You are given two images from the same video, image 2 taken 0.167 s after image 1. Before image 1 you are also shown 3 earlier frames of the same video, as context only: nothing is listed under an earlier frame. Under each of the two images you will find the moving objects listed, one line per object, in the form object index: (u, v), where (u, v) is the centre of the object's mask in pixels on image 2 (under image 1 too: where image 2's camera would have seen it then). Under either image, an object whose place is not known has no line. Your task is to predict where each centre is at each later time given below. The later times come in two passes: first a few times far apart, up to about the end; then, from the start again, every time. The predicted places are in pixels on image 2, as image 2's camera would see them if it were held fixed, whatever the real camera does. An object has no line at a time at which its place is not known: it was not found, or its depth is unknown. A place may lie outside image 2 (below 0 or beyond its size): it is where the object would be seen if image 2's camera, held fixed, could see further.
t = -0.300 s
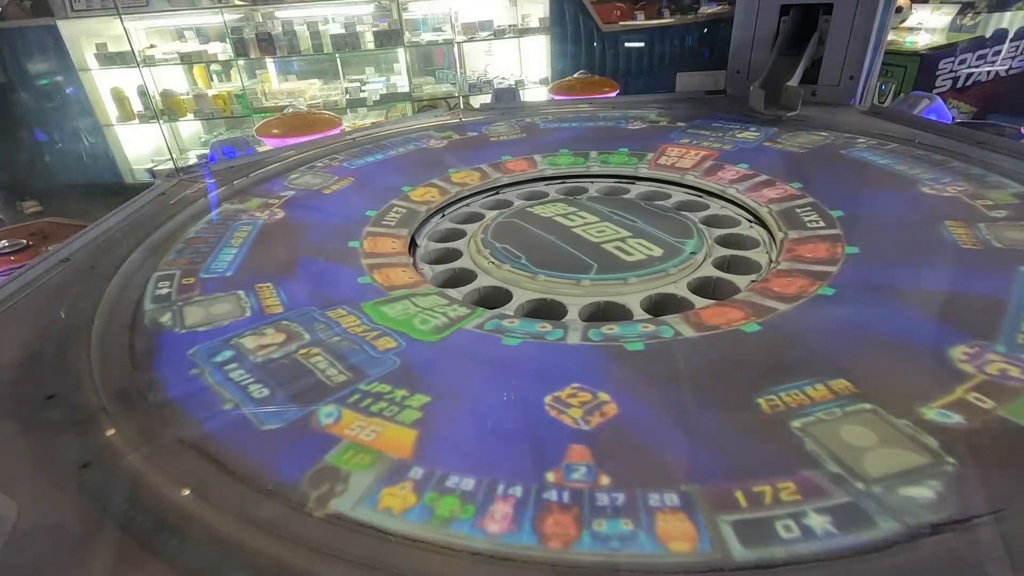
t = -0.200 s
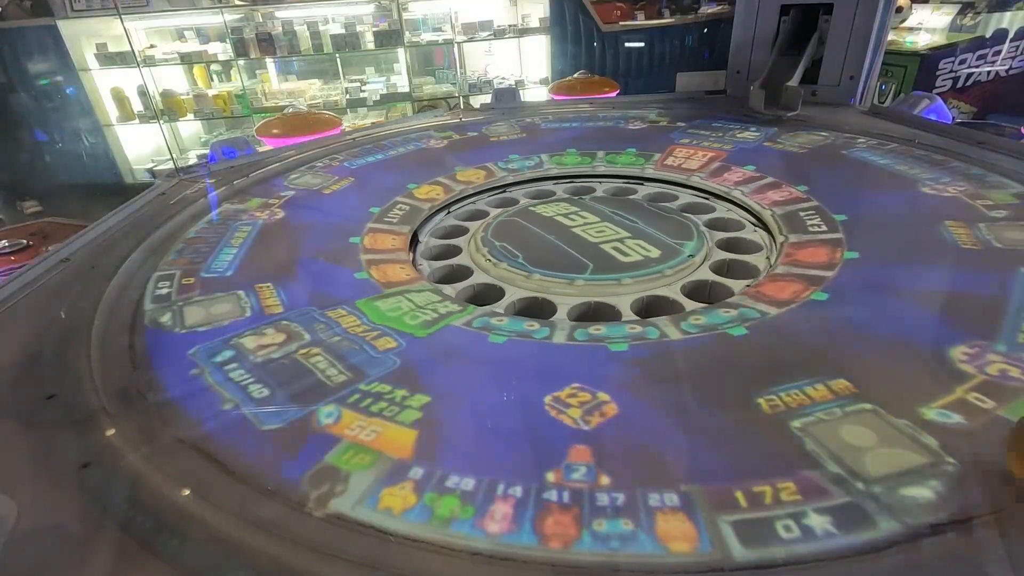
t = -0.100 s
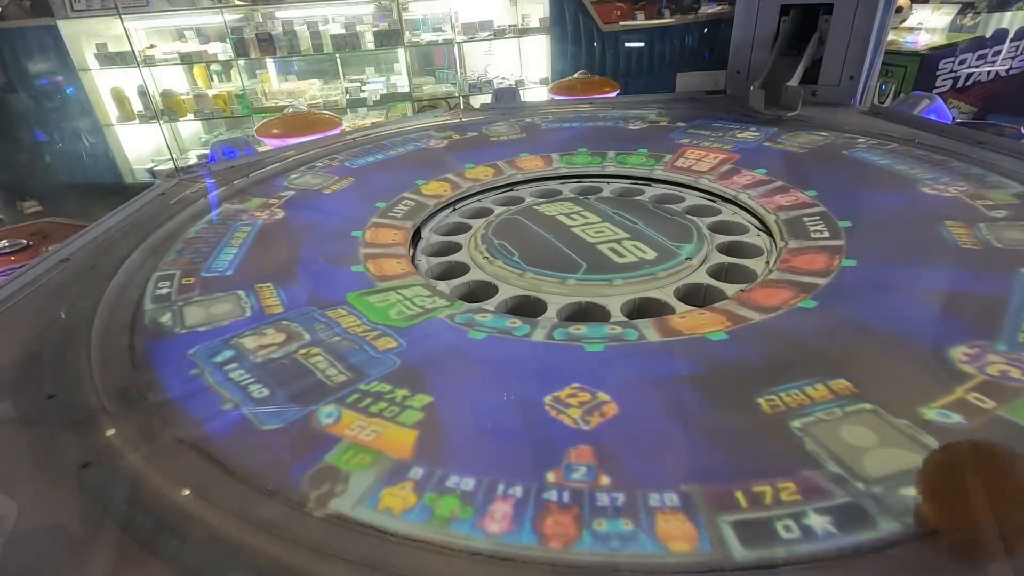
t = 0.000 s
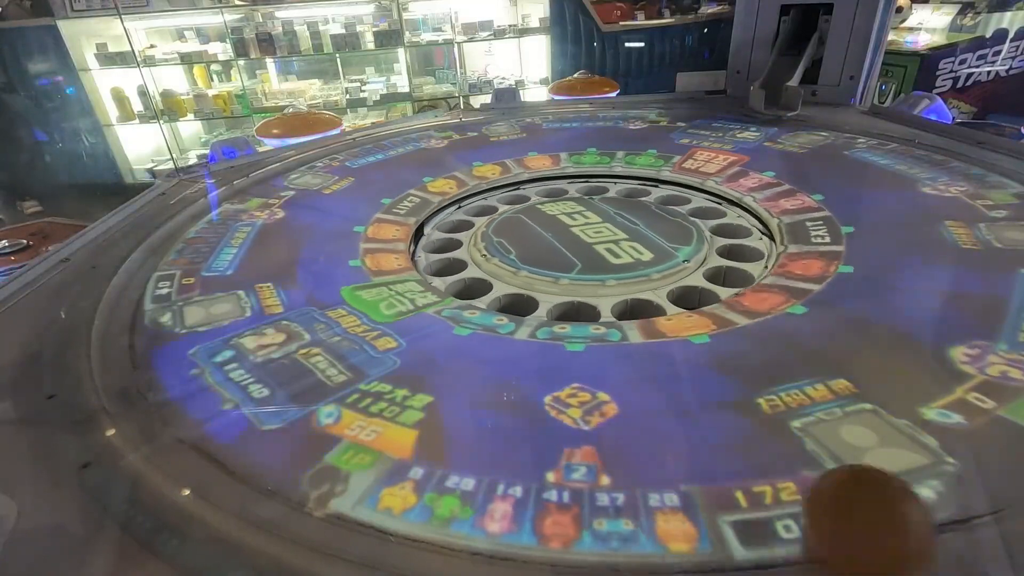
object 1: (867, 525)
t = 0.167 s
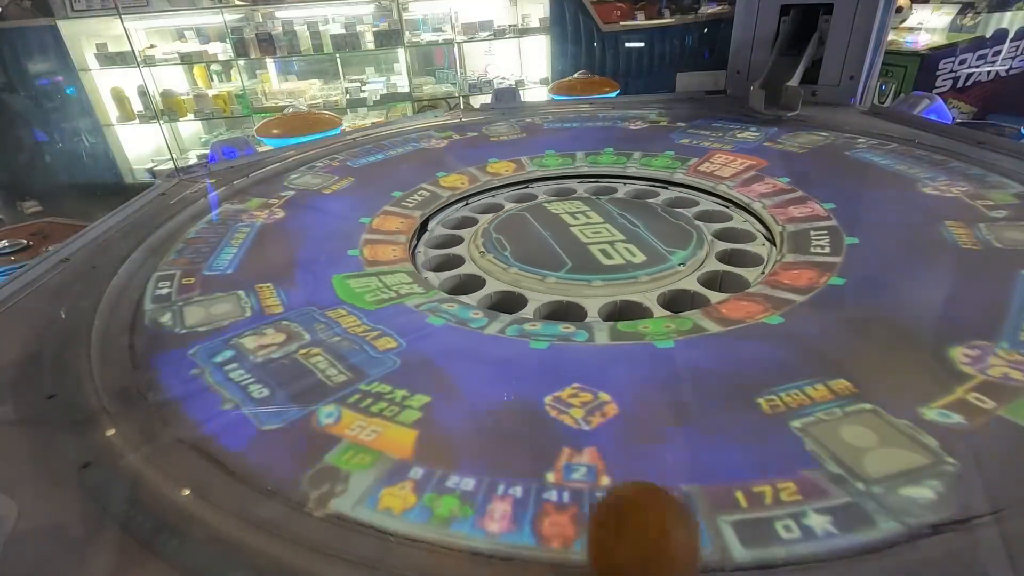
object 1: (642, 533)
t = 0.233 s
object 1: (552, 531)
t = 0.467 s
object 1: (299, 486)
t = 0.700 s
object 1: (159, 402)
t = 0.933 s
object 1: (141, 338)
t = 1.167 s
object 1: (169, 280)
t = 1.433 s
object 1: (223, 229)
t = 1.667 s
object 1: (280, 196)
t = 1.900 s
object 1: (341, 170)
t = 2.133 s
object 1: (407, 152)
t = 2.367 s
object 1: (477, 140)
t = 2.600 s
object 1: (551, 135)
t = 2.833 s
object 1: (630, 136)
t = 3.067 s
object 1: (713, 145)
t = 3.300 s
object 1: (796, 164)
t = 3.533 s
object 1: (870, 193)
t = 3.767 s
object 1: (919, 237)
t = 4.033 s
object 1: (913, 299)
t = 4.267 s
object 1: (829, 356)
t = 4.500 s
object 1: (679, 390)
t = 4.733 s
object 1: (507, 391)
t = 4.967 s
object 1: (367, 363)
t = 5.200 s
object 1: (288, 322)
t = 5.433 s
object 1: (271, 285)
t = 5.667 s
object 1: (290, 246)
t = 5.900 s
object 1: (342, 215)
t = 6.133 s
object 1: (422, 192)
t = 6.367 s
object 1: (522, 188)
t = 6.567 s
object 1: (595, 182)
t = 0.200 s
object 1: (596, 532)
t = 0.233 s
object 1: (552, 531)
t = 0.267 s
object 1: (510, 530)
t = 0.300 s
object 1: (470, 527)
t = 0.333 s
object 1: (431, 522)
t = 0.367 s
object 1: (395, 514)
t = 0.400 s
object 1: (360, 503)
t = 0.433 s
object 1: (327, 496)
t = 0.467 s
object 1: (299, 486)
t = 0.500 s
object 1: (270, 473)
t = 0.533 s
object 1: (246, 461)
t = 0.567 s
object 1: (223, 450)
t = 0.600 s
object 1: (205, 439)
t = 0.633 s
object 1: (188, 428)
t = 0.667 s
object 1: (172, 416)
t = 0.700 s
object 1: (159, 402)
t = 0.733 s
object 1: (149, 393)
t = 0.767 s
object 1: (142, 385)
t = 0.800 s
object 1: (139, 374)
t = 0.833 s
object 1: (137, 363)
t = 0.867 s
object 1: (138, 353)
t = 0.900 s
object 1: (139, 346)
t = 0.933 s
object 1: (141, 338)
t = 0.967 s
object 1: (143, 329)
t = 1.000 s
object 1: (146, 320)
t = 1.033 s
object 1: (150, 312)
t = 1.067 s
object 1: (153, 303)
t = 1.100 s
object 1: (159, 295)
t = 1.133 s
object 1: (164, 288)
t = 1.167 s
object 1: (169, 280)
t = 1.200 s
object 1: (175, 273)
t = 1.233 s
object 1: (181, 265)
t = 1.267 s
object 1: (187, 259)
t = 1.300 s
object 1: (193, 252)
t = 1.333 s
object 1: (200, 246)
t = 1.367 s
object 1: (208, 239)
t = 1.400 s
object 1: (215, 234)
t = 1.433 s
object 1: (223, 229)
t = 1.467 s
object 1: (231, 225)
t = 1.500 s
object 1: (238, 218)
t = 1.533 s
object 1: (246, 214)
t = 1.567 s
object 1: (254, 208)
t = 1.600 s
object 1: (262, 204)
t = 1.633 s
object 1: (271, 199)
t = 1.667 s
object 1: (280, 196)
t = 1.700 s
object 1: (288, 191)
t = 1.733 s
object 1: (297, 186)
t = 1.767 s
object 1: (305, 183)
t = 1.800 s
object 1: (314, 179)
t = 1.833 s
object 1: (323, 176)
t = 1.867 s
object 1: (332, 173)
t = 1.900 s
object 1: (341, 170)
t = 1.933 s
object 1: (350, 167)
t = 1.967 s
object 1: (360, 164)
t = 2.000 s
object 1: (369, 162)
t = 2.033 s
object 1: (378, 159)
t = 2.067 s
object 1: (388, 157)
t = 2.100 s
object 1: (398, 154)
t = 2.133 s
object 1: (407, 152)
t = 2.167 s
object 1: (417, 151)
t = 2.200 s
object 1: (427, 148)
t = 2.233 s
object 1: (437, 146)
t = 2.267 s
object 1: (447, 145)
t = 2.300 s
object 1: (457, 143)
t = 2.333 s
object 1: (467, 142)
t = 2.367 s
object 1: (477, 140)
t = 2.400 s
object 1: (488, 139)
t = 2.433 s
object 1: (498, 138)
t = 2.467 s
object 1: (509, 137)
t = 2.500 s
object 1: (519, 136)
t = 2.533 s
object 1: (530, 135)
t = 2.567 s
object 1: (541, 135)
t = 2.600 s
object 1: (551, 135)
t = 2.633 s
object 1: (562, 135)
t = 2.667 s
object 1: (574, 135)
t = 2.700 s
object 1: (585, 135)
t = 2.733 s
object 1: (595, 135)
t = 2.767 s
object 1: (607, 135)
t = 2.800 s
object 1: (619, 136)
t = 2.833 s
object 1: (630, 136)
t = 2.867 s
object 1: (641, 137)
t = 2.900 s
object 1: (653, 138)
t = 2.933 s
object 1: (665, 138)
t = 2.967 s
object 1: (677, 140)
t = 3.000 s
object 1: (689, 142)
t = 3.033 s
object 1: (700, 143)
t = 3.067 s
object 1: (713, 145)
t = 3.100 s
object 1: (725, 147)
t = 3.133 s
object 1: (737, 149)
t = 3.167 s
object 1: (749, 151)
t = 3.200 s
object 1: (760, 154)
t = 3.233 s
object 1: (773, 157)
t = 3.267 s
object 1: (784, 160)
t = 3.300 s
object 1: (796, 164)
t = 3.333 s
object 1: (807, 167)
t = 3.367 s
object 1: (818, 171)
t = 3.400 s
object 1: (830, 174)
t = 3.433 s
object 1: (840, 179)
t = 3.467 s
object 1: (851, 184)
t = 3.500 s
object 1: (860, 188)
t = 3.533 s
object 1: (870, 193)
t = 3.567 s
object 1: (878, 199)
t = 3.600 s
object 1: (888, 204)
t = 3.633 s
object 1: (895, 209)
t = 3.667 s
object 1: (902, 217)
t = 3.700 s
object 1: (908, 223)
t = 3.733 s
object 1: (914, 230)
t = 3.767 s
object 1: (919, 237)
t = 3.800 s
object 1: (923, 244)
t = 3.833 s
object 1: (924, 252)
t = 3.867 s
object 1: (926, 260)
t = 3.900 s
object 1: (927, 268)
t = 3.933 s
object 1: (926, 277)
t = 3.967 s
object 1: (924, 285)
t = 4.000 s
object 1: (918, 291)
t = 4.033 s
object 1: (913, 299)
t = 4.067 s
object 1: (906, 308)
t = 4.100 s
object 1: (897, 317)
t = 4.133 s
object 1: (887, 325)
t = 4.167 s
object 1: (875, 333)
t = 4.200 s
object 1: (861, 341)
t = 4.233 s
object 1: (847, 346)
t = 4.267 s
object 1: (829, 356)
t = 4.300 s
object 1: (811, 362)
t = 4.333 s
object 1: (792, 368)
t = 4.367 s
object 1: (771, 374)
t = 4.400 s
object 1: (749, 379)
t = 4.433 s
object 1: (727, 383)
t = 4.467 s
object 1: (704, 388)
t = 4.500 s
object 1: (679, 390)
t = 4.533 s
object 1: (655, 392)
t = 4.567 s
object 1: (630, 394)
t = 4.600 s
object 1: (605, 394)
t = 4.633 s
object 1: (580, 395)
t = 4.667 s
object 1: (556, 393)
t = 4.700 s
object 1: (531, 393)
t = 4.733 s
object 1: (507, 391)
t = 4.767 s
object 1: (485, 388)
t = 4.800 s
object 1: (462, 385)
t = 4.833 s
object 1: (441, 380)
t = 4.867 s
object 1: (420, 377)
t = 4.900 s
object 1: (402, 373)
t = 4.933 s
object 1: (384, 368)
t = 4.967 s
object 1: (367, 363)
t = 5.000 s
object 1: (351, 357)
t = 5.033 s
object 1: (337, 350)
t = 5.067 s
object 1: (323, 342)
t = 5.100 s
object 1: (312, 337)
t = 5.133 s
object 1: (303, 331)
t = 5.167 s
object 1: (295, 327)
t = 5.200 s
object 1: (288, 322)
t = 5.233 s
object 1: (283, 316)
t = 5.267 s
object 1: (279, 310)
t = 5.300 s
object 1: (276, 306)
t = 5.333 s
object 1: (273, 301)
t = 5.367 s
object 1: (272, 297)
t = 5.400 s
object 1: (271, 292)
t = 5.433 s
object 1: (271, 285)
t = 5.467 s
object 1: (271, 280)
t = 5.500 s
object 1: (273, 274)
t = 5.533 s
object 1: (275, 268)
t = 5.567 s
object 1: (277, 262)
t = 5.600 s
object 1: (281, 257)
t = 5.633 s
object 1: (285, 251)
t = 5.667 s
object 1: (290, 246)
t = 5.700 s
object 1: (296, 242)
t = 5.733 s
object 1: (302, 236)
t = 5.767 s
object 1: (308, 232)
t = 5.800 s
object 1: (316, 227)
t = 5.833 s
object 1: (324, 223)
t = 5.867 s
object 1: (333, 220)
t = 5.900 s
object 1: (342, 215)
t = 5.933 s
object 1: (352, 211)
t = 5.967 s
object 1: (362, 208)
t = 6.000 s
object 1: (373, 204)
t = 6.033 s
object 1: (384, 201)
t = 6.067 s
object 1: (397, 198)
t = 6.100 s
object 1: (409, 194)
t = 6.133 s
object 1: (422, 192)
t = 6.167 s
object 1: (435, 190)
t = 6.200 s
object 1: (448, 188)
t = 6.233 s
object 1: (463, 189)
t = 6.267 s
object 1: (478, 192)
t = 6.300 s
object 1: (495, 193)
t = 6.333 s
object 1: (509, 187)
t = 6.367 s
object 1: (522, 188)
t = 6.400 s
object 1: (534, 186)
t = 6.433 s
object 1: (547, 185)
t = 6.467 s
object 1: (559, 185)
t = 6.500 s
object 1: (571, 183)
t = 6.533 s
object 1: (583, 183)
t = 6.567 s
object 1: (595, 182)
